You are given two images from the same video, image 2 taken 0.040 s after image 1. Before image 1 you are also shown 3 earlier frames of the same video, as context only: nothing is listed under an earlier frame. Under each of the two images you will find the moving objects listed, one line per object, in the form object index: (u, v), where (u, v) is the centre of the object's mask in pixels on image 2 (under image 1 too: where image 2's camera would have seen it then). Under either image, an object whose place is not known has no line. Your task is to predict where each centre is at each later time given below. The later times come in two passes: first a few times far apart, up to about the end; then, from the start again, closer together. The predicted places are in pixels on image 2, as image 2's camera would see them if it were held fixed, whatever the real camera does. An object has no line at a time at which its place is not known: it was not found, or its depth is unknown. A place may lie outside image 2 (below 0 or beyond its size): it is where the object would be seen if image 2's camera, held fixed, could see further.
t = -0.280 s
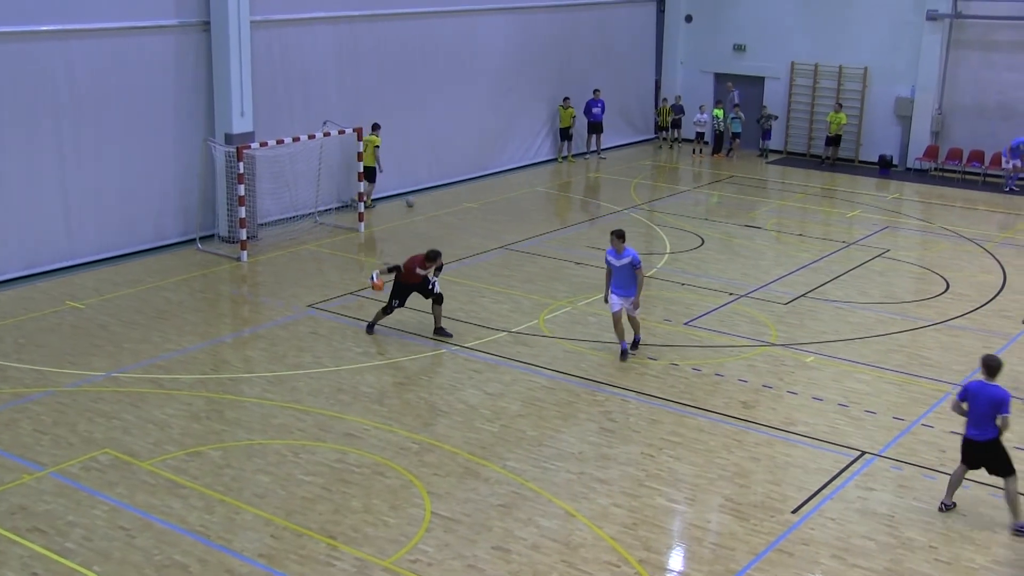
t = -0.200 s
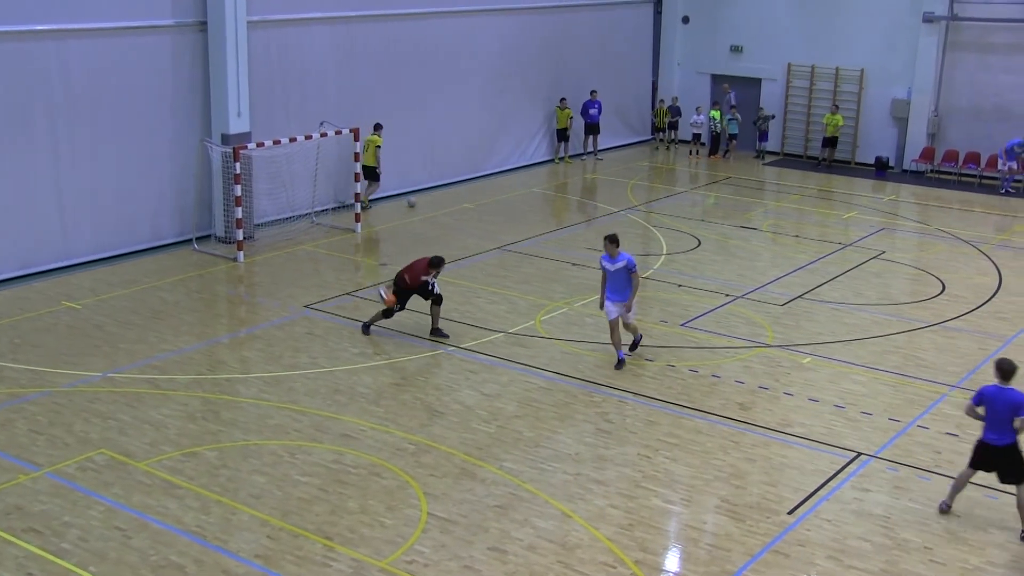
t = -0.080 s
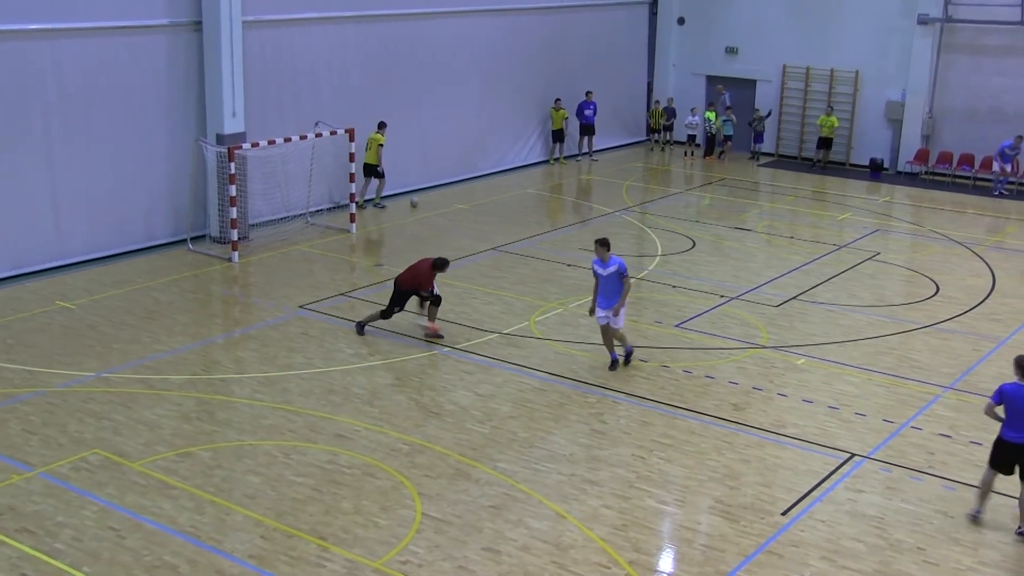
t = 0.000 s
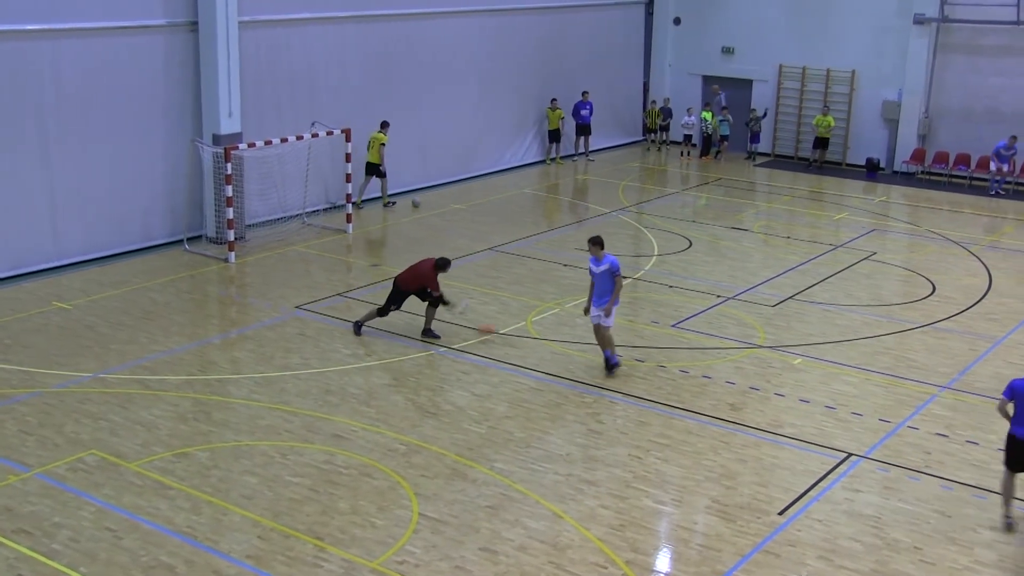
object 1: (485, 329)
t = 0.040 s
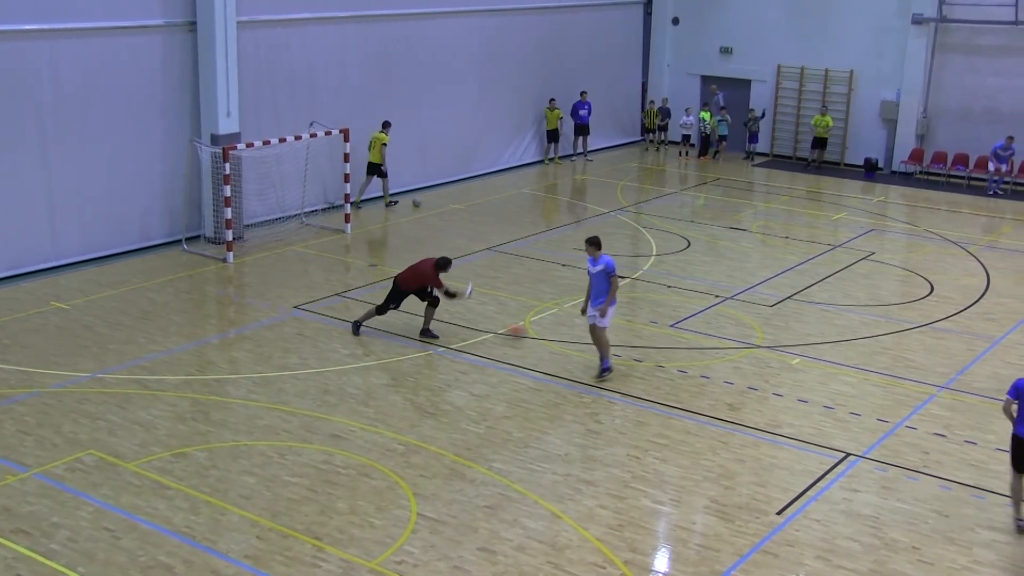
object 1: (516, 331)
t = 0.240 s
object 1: (651, 322)
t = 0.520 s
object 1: (806, 310)
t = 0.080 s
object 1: (545, 331)
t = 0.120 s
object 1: (572, 327)
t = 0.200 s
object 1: (626, 323)
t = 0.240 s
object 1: (651, 322)
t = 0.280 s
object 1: (676, 320)
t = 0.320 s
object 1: (700, 319)
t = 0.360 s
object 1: (722, 317)
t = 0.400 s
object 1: (744, 316)
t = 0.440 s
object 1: (766, 313)
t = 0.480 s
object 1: (786, 312)
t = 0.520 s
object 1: (806, 310)
